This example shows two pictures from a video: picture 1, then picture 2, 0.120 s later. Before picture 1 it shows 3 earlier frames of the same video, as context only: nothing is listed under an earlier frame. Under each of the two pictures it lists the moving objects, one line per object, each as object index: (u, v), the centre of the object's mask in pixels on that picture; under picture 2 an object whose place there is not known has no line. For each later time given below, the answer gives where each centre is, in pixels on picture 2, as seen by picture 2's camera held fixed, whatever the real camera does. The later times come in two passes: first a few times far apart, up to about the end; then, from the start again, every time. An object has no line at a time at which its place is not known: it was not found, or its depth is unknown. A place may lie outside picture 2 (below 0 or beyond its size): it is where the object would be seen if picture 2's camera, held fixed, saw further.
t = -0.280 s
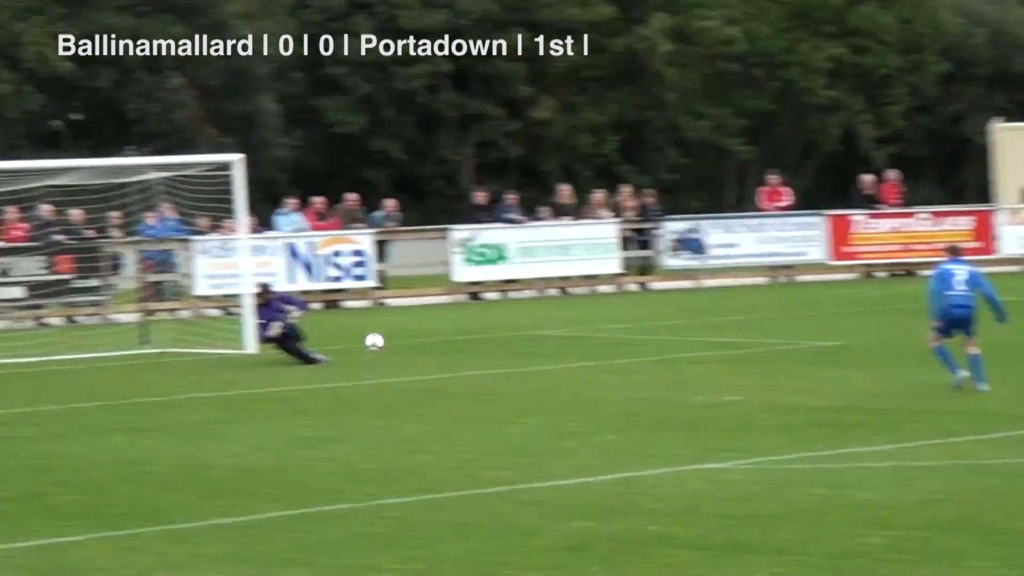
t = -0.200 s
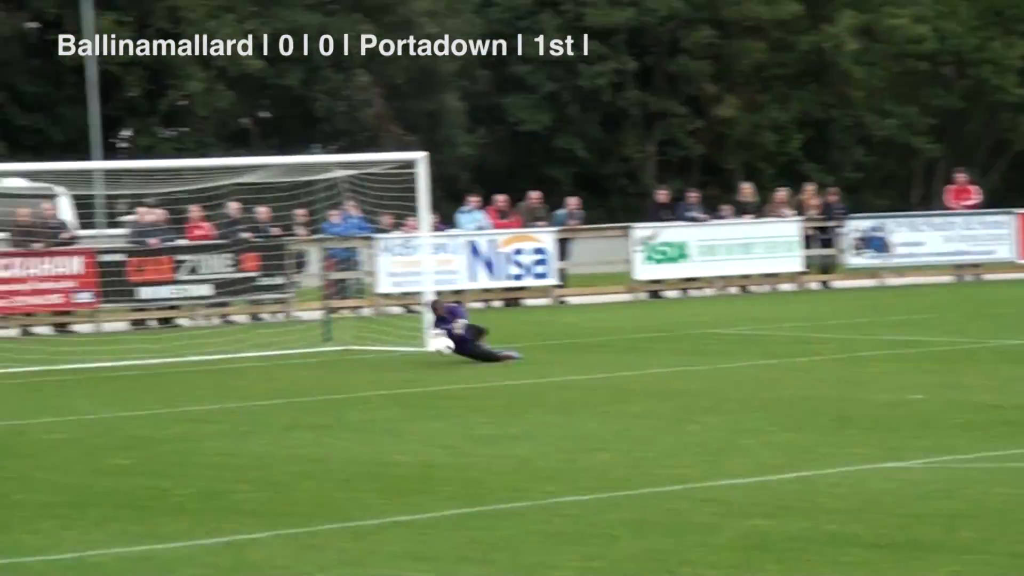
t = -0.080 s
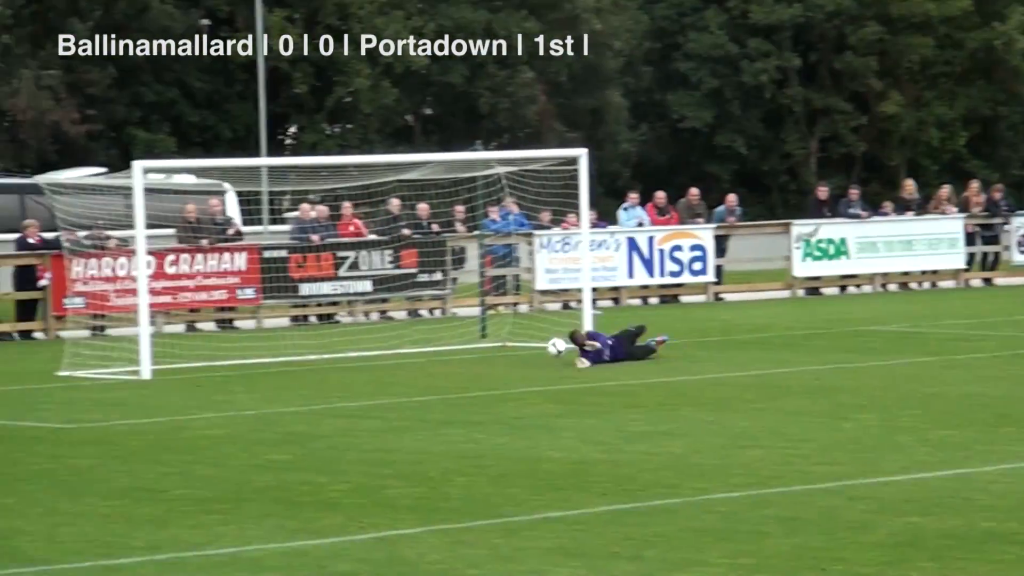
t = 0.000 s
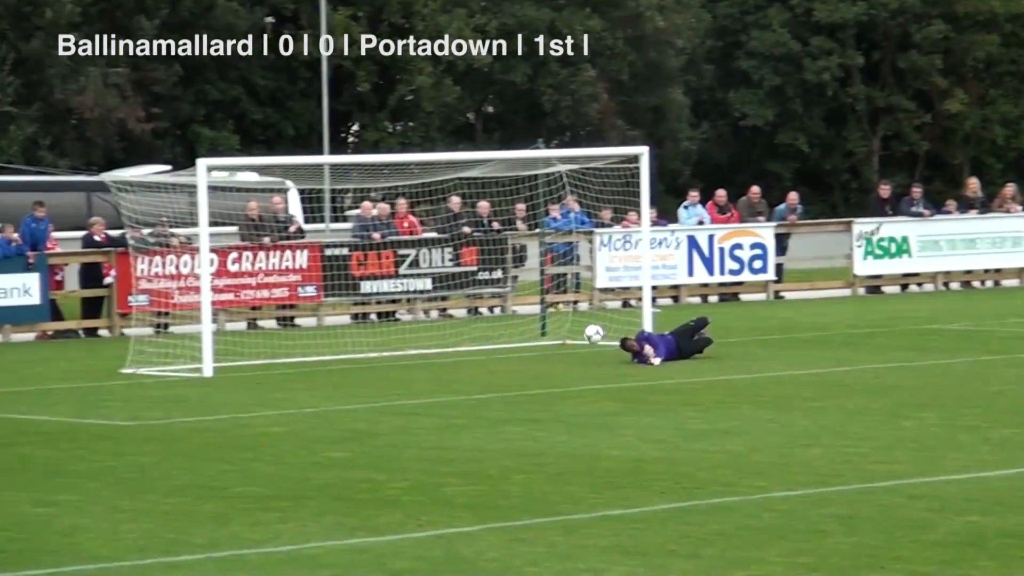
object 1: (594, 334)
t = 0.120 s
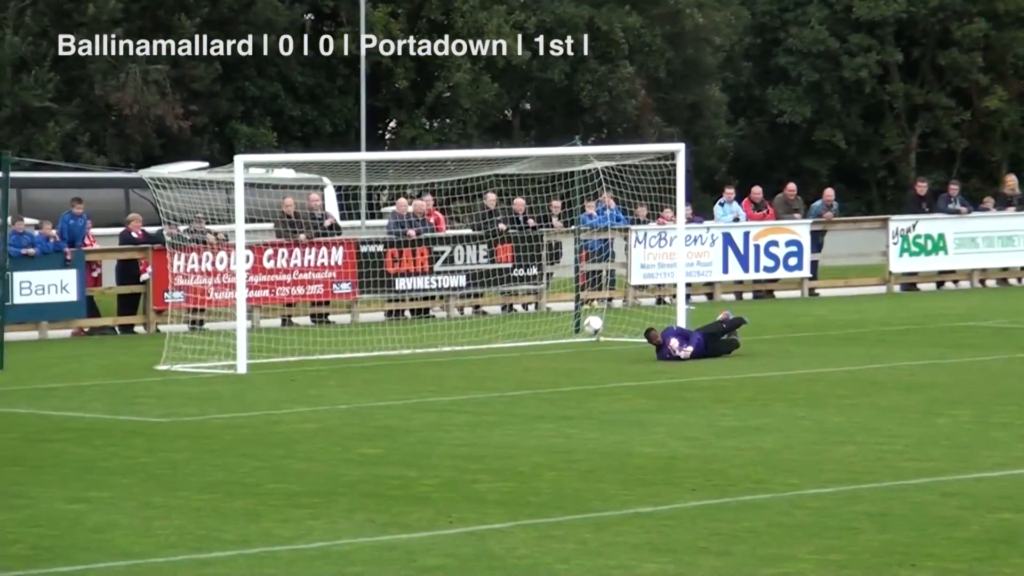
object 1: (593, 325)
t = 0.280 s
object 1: (548, 337)
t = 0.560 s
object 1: (469, 360)
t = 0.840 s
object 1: (396, 374)
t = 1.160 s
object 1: (310, 387)
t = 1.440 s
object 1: (232, 409)
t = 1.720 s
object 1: (152, 420)
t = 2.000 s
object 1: (74, 430)
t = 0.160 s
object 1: (582, 326)
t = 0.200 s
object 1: (572, 328)
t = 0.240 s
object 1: (559, 332)
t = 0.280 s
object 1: (548, 337)
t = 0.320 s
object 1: (537, 346)
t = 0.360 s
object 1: (525, 355)
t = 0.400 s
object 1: (513, 365)
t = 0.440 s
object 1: (501, 377)
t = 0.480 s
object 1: (491, 370)
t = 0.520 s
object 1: (480, 364)
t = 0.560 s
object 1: (469, 360)
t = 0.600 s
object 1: (459, 358)
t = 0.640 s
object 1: (448, 357)
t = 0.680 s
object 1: (438, 356)
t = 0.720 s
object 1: (427, 359)
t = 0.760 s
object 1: (417, 361)
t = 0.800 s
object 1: (406, 367)
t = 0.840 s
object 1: (396, 374)
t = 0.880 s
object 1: (386, 383)
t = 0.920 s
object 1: (376, 392)
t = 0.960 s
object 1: (365, 390)
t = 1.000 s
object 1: (354, 386)
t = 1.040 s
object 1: (343, 384)
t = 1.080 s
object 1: (332, 383)
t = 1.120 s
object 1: (321, 384)
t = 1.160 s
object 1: (310, 387)
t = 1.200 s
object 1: (300, 390)
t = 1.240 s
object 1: (289, 396)
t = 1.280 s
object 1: (278, 404)
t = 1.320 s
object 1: (266, 405)
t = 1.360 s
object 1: (255, 405)
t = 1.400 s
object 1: (244, 406)
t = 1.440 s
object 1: (232, 409)
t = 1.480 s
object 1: (221, 412)
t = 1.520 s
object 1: (209, 413)
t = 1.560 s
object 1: (198, 415)
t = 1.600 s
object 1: (187, 415)
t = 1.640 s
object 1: (175, 416)
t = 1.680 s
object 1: (163, 417)
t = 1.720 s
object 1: (152, 420)
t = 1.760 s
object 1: (141, 420)
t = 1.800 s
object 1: (130, 422)
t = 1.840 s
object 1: (118, 423)
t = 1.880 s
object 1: (107, 424)
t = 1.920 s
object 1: (96, 426)
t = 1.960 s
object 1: (84, 428)
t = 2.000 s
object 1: (74, 430)
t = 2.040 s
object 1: (63, 430)
